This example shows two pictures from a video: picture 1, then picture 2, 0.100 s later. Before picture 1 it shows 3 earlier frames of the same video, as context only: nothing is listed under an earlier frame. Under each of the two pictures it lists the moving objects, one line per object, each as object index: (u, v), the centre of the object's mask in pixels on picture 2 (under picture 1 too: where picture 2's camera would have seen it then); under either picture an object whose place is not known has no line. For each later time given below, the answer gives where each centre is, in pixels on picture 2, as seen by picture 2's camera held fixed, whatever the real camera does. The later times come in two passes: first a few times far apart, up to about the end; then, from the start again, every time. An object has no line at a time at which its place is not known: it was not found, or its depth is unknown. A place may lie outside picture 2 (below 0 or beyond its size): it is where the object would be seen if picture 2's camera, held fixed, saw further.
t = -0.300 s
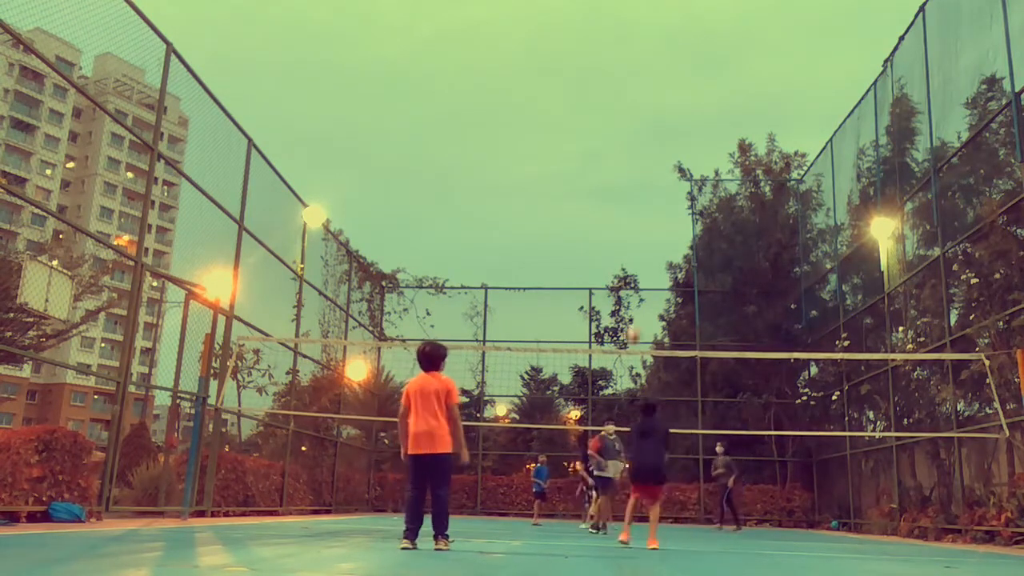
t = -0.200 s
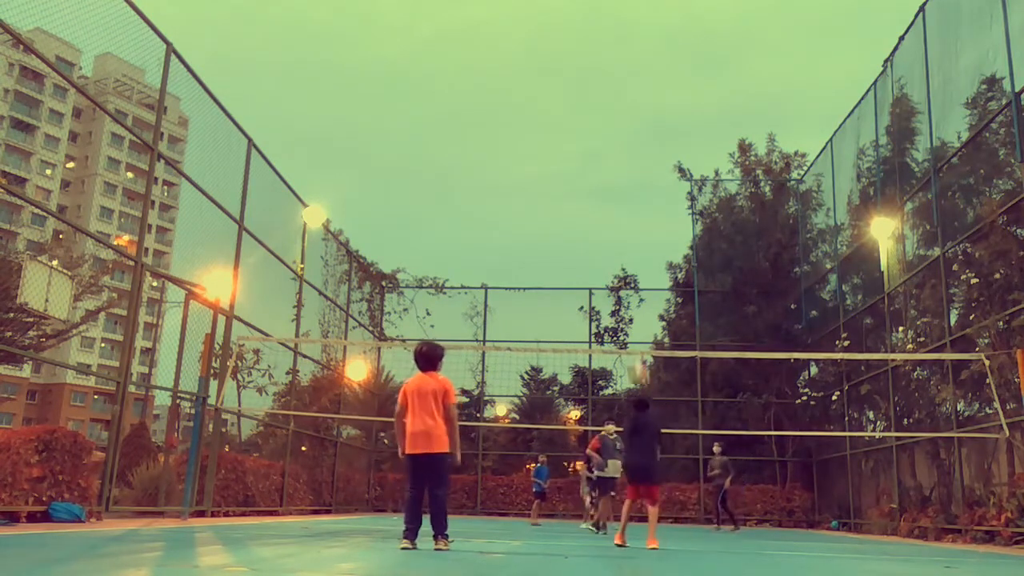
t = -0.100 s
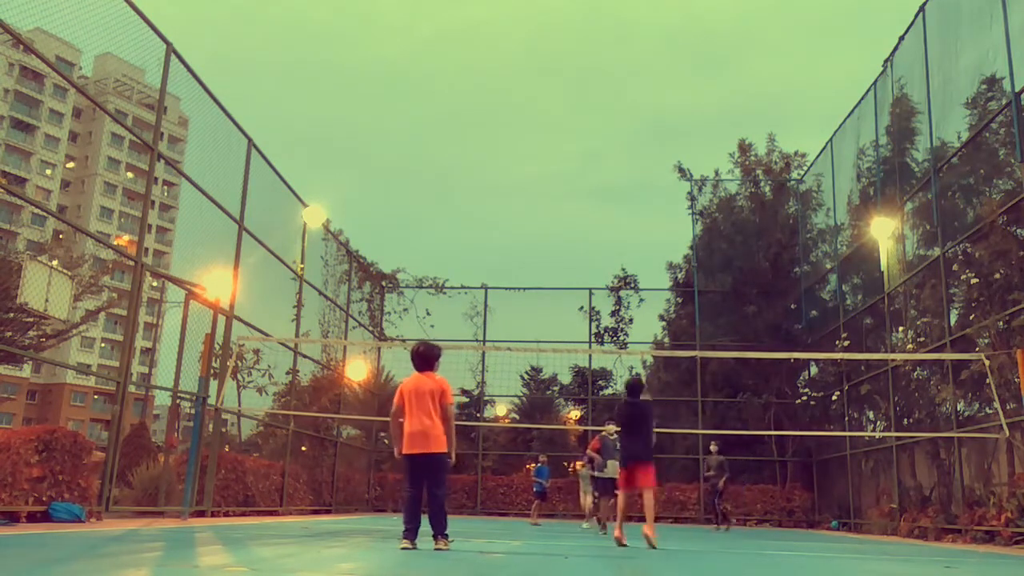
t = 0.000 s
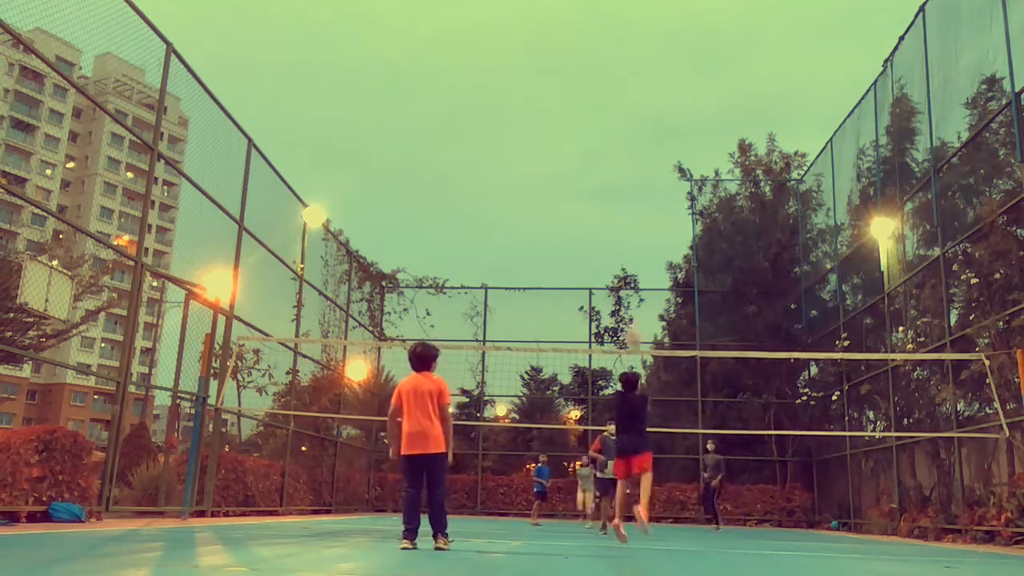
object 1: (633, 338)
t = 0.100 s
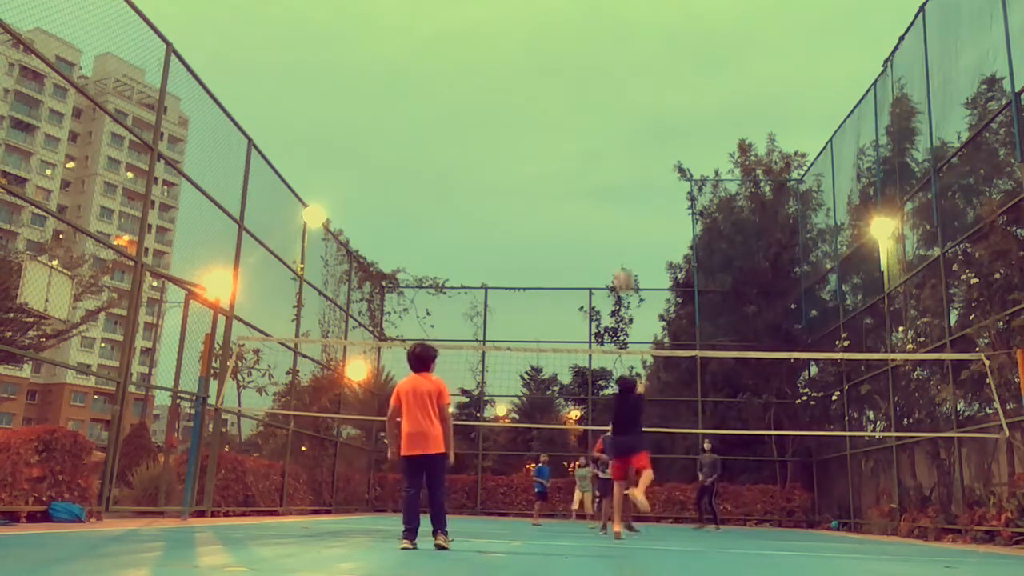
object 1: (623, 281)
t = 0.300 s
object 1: (613, 207)
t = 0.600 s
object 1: (597, 175)
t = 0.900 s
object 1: (585, 204)
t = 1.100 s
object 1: (578, 252)
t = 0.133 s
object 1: (622, 265)
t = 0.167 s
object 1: (620, 253)
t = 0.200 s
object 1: (618, 238)
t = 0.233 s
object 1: (616, 227)
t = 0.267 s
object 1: (614, 217)
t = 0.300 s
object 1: (613, 207)
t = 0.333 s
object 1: (611, 201)
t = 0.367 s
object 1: (609, 194)
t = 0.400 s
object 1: (607, 188)
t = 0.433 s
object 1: (605, 184)
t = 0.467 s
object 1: (603, 180)
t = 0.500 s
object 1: (602, 177)
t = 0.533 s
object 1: (600, 176)
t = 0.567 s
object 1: (598, 175)
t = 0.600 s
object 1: (597, 175)
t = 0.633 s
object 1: (596, 175)
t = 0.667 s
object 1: (594, 176)
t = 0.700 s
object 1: (593, 178)
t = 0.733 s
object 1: (591, 181)
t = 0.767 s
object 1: (590, 184)
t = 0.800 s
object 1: (589, 188)
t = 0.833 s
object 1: (588, 193)
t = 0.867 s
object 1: (586, 198)
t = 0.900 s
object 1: (585, 204)
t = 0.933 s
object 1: (584, 210)
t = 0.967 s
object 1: (583, 217)
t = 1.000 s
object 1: (582, 225)
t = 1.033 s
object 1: (581, 234)
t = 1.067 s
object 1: (580, 243)
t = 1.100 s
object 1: (578, 252)
